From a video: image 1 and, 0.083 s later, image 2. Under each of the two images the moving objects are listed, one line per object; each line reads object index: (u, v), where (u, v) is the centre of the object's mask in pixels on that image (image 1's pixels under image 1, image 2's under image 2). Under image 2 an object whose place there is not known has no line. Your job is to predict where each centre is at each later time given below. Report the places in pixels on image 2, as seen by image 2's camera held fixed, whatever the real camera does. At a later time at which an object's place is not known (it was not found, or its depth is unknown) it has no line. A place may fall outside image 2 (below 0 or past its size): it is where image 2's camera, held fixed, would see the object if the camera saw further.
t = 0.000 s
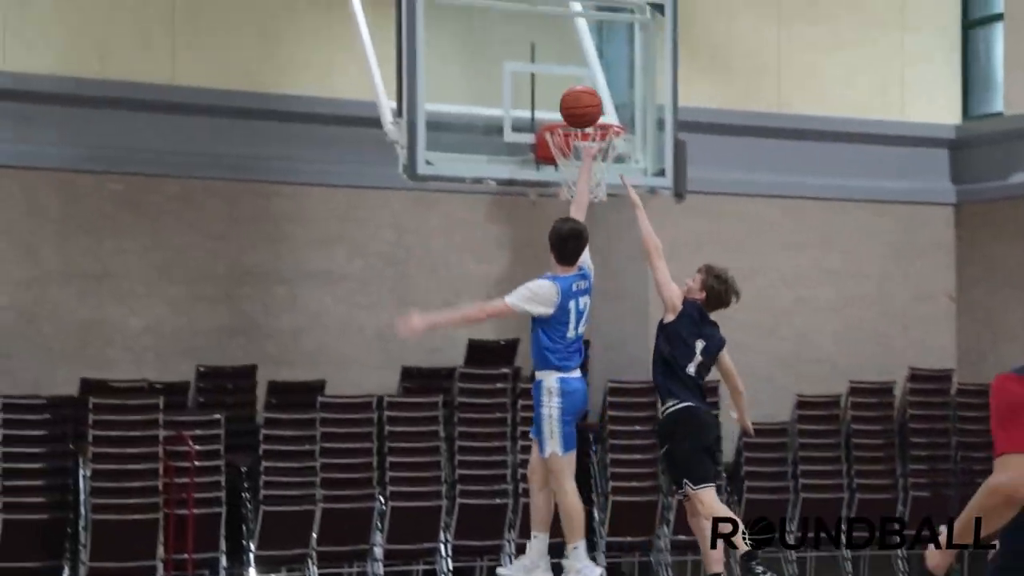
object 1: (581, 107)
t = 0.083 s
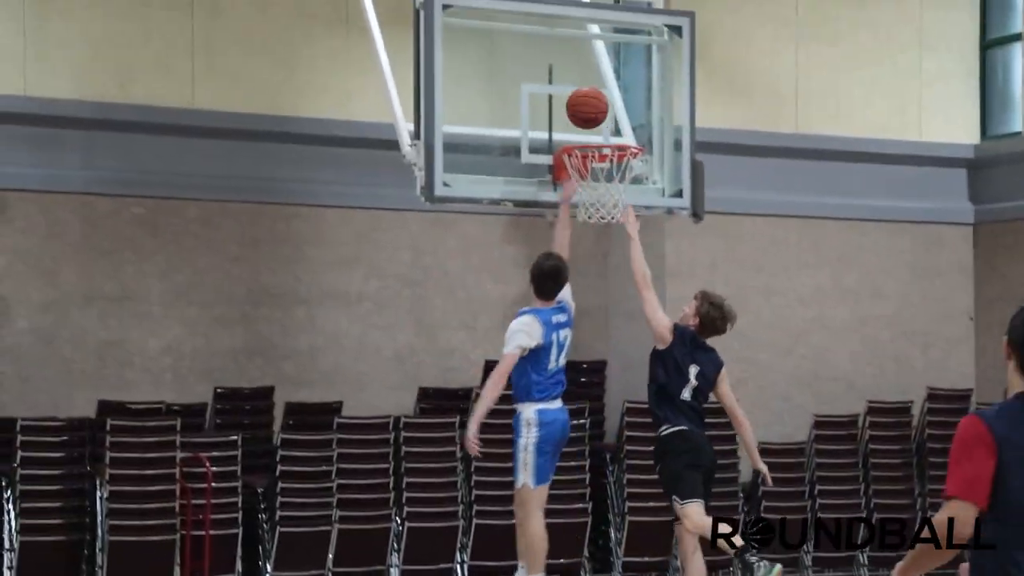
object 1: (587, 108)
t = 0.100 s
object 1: (585, 105)
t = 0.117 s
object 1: (582, 102)
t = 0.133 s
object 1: (580, 101)
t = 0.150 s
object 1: (578, 100)
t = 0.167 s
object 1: (576, 100)
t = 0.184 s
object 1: (574, 99)
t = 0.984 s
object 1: (621, 185)
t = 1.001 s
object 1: (620, 187)
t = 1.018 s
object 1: (618, 189)
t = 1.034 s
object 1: (616, 192)
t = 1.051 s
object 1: (614, 196)
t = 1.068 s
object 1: (612, 199)
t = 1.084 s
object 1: (610, 202)
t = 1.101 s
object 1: (608, 206)
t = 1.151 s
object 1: (601, 227)
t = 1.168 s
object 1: (599, 230)
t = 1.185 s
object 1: (597, 233)
